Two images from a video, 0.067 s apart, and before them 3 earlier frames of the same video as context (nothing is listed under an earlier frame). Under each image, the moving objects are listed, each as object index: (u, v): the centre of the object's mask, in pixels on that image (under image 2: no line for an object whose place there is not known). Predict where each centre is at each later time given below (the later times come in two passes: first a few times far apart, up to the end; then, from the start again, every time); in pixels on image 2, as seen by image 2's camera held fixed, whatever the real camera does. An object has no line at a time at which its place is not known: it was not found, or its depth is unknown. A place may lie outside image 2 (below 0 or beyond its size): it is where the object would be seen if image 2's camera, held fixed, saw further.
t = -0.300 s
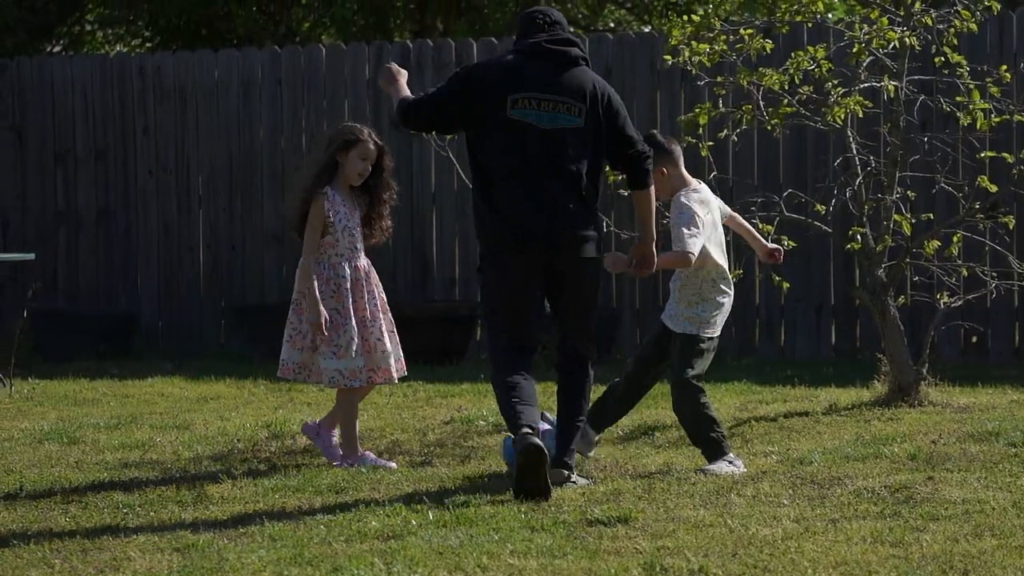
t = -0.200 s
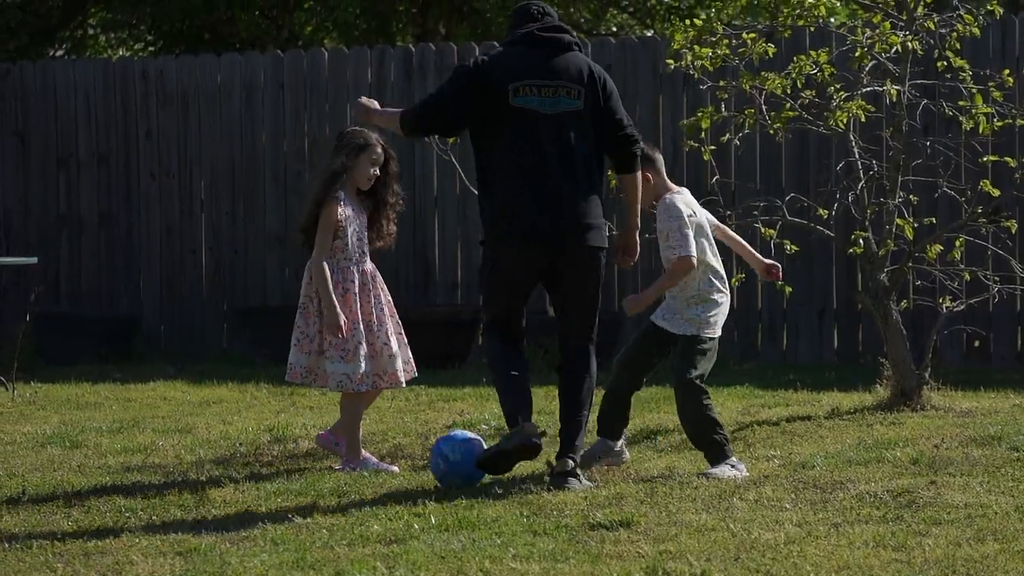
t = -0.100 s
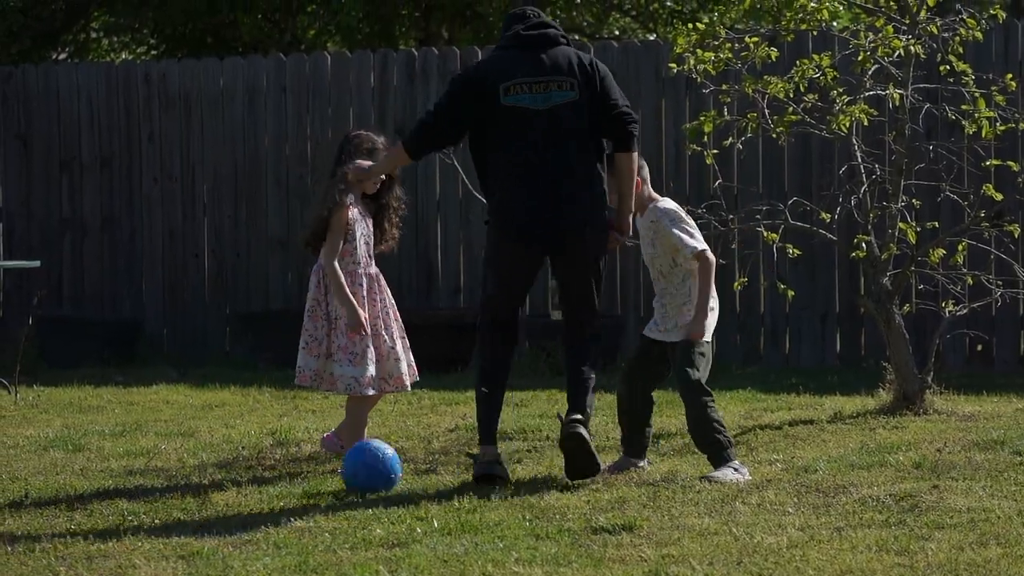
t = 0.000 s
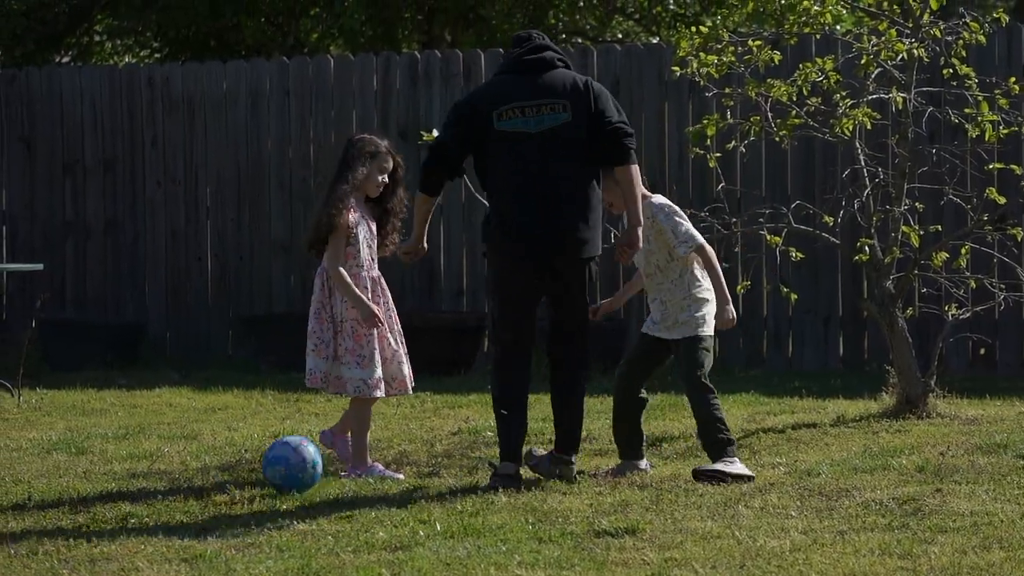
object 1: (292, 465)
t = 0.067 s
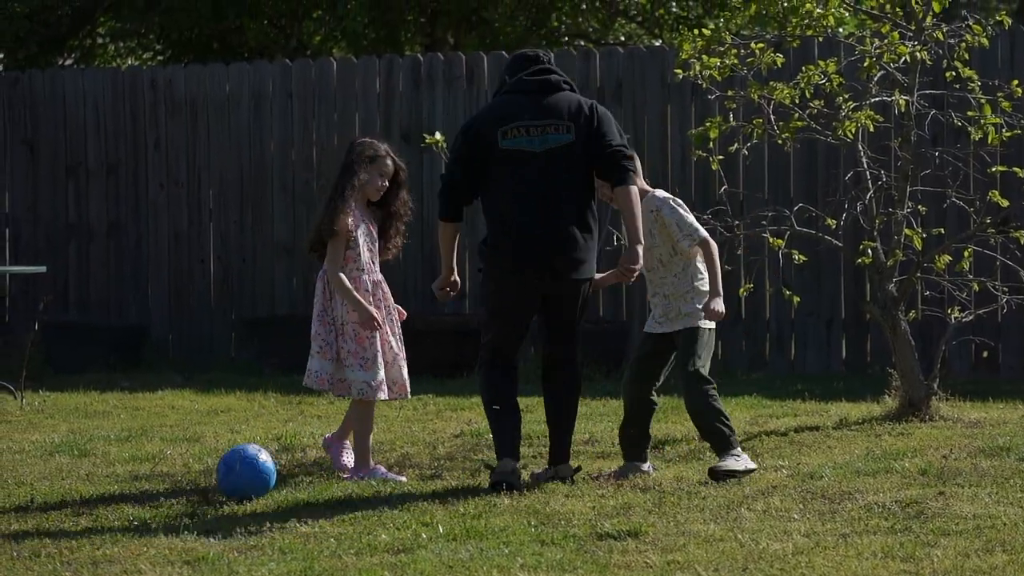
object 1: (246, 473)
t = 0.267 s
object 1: (124, 473)
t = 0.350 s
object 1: (79, 475)
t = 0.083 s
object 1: (234, 473)
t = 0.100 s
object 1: (222, 475)
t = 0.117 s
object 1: (211, 475)
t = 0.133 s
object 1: (200, 474)
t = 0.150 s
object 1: (188, 475)
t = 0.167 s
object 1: (179, 474)
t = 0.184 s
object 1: (169, 474)
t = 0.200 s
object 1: (161, 473)
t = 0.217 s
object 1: (151, 473)
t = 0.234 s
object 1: (142, 473)
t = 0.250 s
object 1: (133, 472)
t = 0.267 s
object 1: (124, 473)
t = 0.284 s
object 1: (115, 473)
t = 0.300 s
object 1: (105, 473)
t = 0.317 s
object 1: (97, 473)
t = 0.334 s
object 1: (88, 474)
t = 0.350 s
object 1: (79, 475)
